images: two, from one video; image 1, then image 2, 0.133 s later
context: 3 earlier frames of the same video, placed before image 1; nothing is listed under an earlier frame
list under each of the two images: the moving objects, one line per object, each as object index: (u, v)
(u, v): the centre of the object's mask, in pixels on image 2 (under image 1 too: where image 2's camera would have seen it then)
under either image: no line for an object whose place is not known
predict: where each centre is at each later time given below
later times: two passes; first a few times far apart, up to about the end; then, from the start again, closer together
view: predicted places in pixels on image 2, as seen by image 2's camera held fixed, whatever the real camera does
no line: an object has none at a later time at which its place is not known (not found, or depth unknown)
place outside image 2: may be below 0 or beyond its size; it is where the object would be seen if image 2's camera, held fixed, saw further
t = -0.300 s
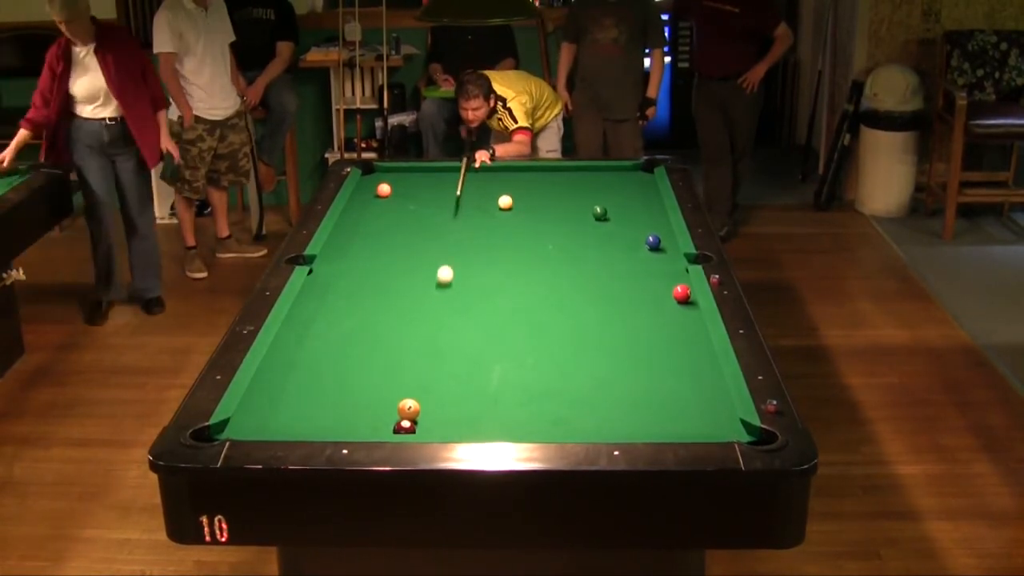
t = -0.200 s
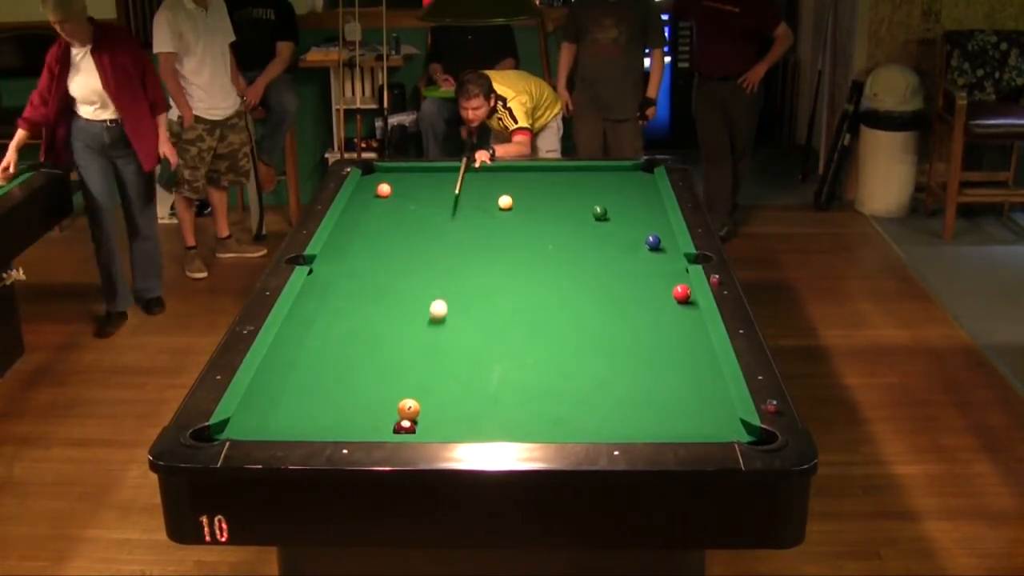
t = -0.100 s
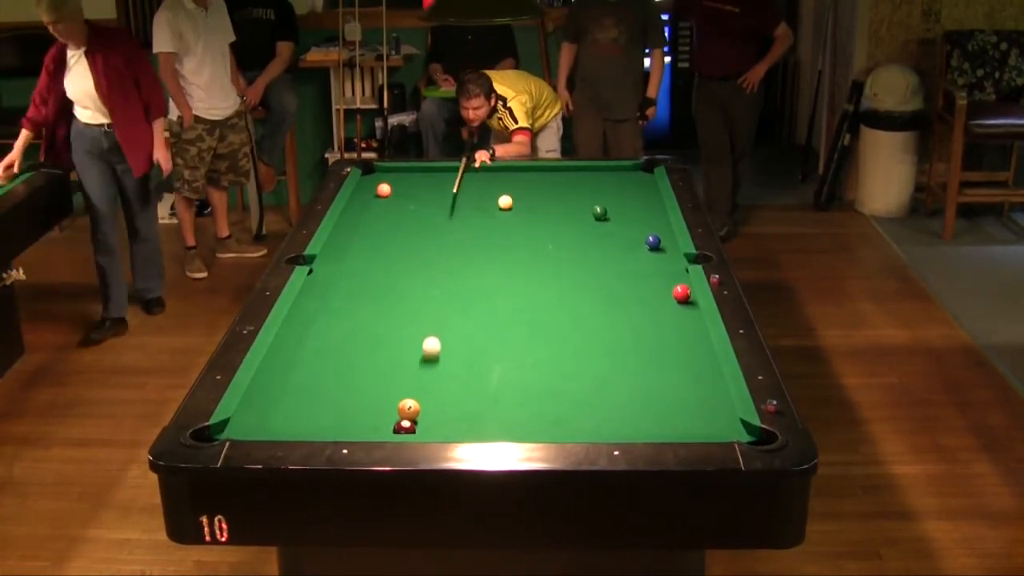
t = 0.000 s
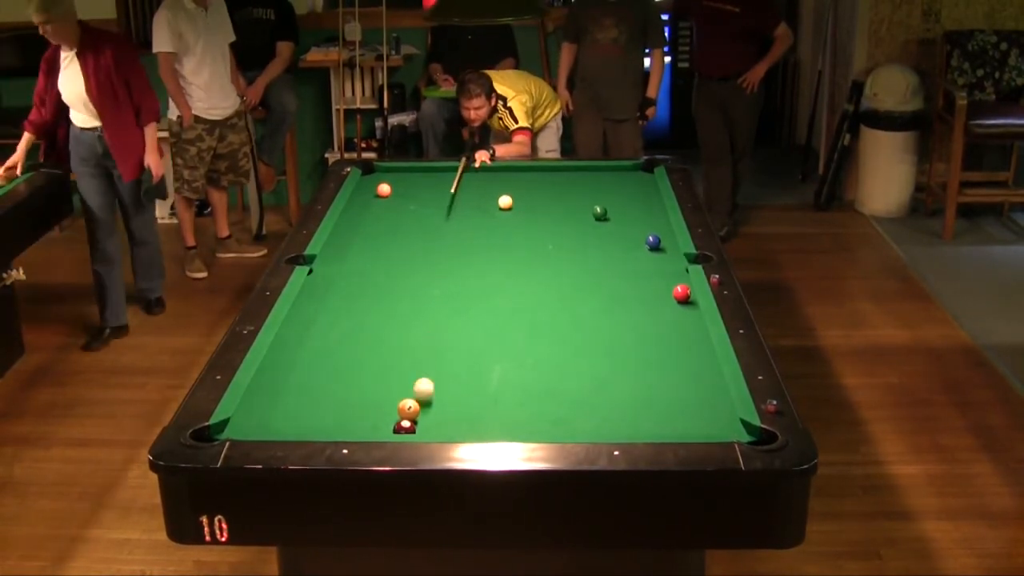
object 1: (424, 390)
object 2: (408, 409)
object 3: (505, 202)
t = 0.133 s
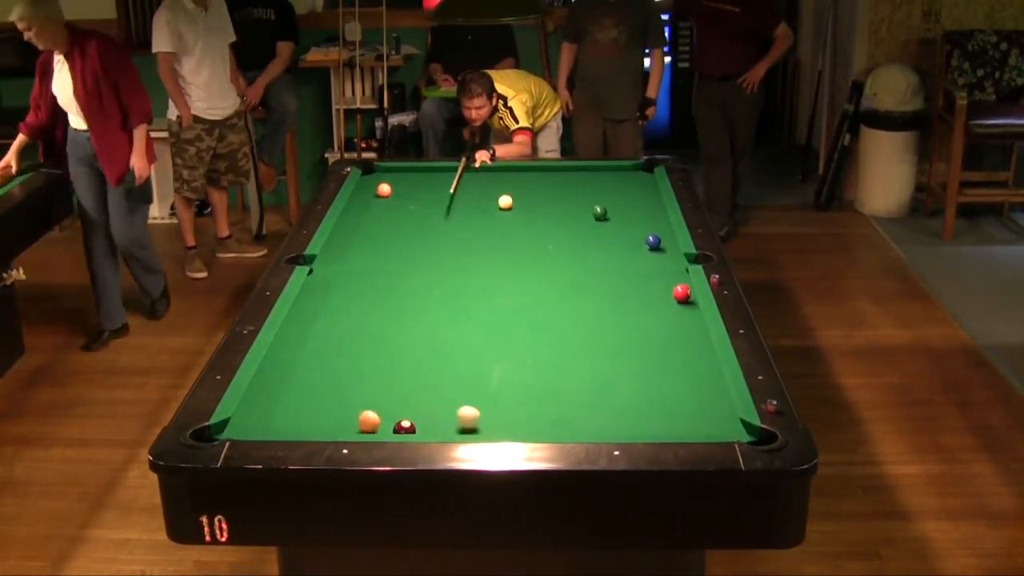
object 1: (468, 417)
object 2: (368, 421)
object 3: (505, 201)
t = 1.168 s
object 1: (677, 353)
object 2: (316, 285)
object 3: (505, 202)
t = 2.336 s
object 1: (536, 286)
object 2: (402, 209)
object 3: (505, 202)
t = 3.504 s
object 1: (444, 241)
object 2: (456, 173)
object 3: (505, 202)
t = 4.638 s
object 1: (383, 212)
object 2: (496, 193)
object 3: (505, 202)
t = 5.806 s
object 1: (366, 193)
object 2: (526, 200)
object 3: (503, 210)
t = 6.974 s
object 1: (369, 187)
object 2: (532, 201)
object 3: (502, 213)
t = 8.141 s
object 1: (368, 186)
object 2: (532, 201)
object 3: (502, 212)
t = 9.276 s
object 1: (368, 186)
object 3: (502, 212)
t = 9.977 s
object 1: (368, 186)
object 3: (502, 212)
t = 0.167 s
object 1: (481, 422)
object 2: (365, 415)
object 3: (505, 202)
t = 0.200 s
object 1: (495, 426)
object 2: (361, 408)
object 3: (505, 202)
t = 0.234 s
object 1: (508, 427)
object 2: (358, 403)
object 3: (505, 201)
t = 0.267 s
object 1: (519, 424)
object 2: (356, 397)
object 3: (505, 202)
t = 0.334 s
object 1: (541, 417)
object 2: (350, 387)
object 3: (505, 202)
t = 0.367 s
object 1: (552, 413)
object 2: (348, 381)
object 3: (505, 202)
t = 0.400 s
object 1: (562, 410)
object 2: (345, 376)
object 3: (505, 202)
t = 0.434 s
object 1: (572, 407)
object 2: (343, 371)
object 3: (505, 202)
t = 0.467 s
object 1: (581, 404)
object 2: (340, 366)
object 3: (505, 201)
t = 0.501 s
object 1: (591, 402)
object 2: (338, 361)
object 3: (505, 201)
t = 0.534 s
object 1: (600, 399)
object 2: (336, 357)
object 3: (505, 201)
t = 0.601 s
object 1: (618, 394)
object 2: (331, 348)
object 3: (505, 202)
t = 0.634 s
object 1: (628, 392)
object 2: (329, 344)
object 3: (505, 202)
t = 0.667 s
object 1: (637, 389)
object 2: (327, 339)
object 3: (505, 202)
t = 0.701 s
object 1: (646, 387)
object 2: (325, 335)
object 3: (505, 202)
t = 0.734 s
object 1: (654, 385)
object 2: (323, 331)
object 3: (505, 201)
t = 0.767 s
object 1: (663, 382)
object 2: (321, 327)
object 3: (505, 201)
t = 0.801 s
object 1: (671, 380)
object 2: (319, 323)
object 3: (505, 201)
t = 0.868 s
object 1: (689, 375)
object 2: (315, 315)
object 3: (505, 202)
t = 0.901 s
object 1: (697, 373)
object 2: (313, 312)
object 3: (505, 202)
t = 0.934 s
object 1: (705, 371)
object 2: (311, 308)
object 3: (505, 202)
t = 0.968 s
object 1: (711, 368)
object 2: (309, 305)
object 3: (505, 202)
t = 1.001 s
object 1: (704, 365)
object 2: (308, 301)
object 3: (505, 202)
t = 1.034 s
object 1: (698, 363)
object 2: (306, 298)
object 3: (505, 202)
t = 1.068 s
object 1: (692, 361)
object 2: (306, 294)
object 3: (505, 202)
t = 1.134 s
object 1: (682, 356)
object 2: (313, 289)
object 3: (505, 202)
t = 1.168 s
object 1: (677, 353)
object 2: (316, 285)
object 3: (505, 202)
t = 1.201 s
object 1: (672, 351)
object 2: (319, 283)
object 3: (505, 202)
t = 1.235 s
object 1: (667, 349)
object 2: (322, 280)
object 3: (505, 202)
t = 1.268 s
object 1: (663, 346)
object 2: (326, 277)
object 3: (505, 202)
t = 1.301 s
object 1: (658, 344)
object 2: (329, 275)
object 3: (506, 202)
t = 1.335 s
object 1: (653, 342)
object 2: (331, 272)
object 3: (505, 202)
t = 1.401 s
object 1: (644, 337)
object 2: (338, 267)
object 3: (505, 202)
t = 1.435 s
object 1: (639, 335)
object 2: (340, 264)
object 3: (505, 202)
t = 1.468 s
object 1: (635, 333)
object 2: (343, 262)
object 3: (505, 202)
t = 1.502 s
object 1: (630, 331)
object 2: (346, 259)
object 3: (505, 202)
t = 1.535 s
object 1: (626, 329)
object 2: (348, 257)
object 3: (505, 202)
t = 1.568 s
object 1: (622, 326)
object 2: (351, 255)
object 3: (505, 202)
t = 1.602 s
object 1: (617, 325)
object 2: (354, 252)
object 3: (505, 202)
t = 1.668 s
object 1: (609, 321)
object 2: (359, 248)
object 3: (505, 202)
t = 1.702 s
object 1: (605, 319)
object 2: (361, 246)
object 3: (505, 202)
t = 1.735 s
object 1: (601, 317)
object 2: (364, 243)
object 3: (505, 201)
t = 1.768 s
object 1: (597, 315)
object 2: (366, 241)
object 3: (505, 201)
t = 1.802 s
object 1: (593, 313)
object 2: (369, 239)
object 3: (505, 201)
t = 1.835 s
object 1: (589, 311)
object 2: (371, 237)
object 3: (505, 201)
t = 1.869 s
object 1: (585, 309)
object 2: (373, 235)
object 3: (505, 201)
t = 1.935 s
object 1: (578, 305)
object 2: (377, 231)
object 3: (505, 202)
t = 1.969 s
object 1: (574, 304)
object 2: (380, 229)
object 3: (505, 202)
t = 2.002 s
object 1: (571, 302)
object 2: (382, 227)
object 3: (505, 202)
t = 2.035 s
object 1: (567, 300)
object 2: (384, 225)
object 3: (505, 202)
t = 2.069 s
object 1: (563, 299)
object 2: (386, 223)
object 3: (505, 202)
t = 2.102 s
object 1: (560, 297)
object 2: (388, 221)
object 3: (506, 202)
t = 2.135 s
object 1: (556, 295)
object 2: (390, 219)
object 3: (506, 202)
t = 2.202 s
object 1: (549, 292)
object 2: (394, 216)
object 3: (505, 202)
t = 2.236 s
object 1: (546, 291)
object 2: (396, 214)
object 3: (505, 202)
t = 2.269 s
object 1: (543, 289)
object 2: (399, 212)
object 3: (505, 202)
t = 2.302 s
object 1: (540, 288)
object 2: (400, 210)
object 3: (505, 202)
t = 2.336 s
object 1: (536, 286)
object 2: (402, 209)
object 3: (505, 202)
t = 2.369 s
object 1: (533, 284)
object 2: (404, 207)
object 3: (505, 202)
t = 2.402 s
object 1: (530, 283)
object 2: (406, 205)
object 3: (505, 202)
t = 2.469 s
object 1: (524, 280)
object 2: (410, 202)
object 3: (505, 202)
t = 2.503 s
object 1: (521, 278)
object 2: (411, 200)
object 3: (505, 202)
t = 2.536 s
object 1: (518, 277)
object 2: (413, 199)
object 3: (505, 202)
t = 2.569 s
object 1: (515, 275)
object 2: (415, 198)
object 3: (505, 202)
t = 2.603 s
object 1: (512, 274)
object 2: (417, 196)
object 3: (505, 202)
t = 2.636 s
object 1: (509, 273)
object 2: (418, 194)
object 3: (505, 202)
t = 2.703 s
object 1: (503, 270)
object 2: (422, 191)
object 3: (505, 202)
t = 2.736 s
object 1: (501, 269)
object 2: (423, 190)
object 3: (505, 202)
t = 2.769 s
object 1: (498, 267)
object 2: (425, 188)
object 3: (505, 202)
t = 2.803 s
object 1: (495, 266)
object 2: (427, 187)
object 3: (505, 202)
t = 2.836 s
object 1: (492, 265)
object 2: (428, 185)
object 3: (505, 202)
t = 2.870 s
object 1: (489, 263)
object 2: (430, 184)
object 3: (505, 202)
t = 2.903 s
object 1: (487, 262)
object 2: (431, 182)
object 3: (505, 202)
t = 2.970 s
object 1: (482, 260)
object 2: (434, 180)
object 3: (505, 202)
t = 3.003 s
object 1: (479, 258)
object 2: (436, 178)
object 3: (505, 202)
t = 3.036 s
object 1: (477, 257)
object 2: (437, 177)
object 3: (505, 202)
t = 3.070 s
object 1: (474, 256)
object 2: (439, 176)
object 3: (505, 202)
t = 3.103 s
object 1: (472, 255)
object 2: (440, 174)
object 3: (505, 202)
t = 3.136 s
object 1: (469, 254)
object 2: (441, 173)
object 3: (505, 202)
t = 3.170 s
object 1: (467, 252)
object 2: (443, 172)
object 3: (505, 202)
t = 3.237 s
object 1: (462, 250)
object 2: (446, 169)
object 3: (505, 202)
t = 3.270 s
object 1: (460, 249)
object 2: (447, 168)
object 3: (505, 202)
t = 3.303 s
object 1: (457, 248)
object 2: (448, 169)
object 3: (505, 202)
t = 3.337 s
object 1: (455, 247)
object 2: (450, 170)
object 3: (505, 202)
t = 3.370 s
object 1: (453, 246)
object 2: (451, 171)
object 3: (505, 202)
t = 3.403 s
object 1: (451, 245)
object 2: (452, 171)
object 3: (505, 202)
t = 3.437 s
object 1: (448, 244)
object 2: (454, 172)
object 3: (505, 202)
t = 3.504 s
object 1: (444, 241)
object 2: (456, 173)
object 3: (505, 202)
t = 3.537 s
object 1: (442, 240)
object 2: (457, 174)
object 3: (505, 202)
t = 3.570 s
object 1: (440, 240)
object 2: (459, 174)
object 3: (505, 202)
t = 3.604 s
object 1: (438, 239)
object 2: (460, 175)
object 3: (505, 202)
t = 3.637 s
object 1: (436, 237)
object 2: (461, 175)
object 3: (505, 202)
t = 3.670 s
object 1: (434, 236)
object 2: (462, 176)
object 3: (505, 202)
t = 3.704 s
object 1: (432, 235)
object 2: (464, 177)
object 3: (505, 202)
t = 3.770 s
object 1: (428, 234)
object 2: (466, 178)
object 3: (505, 202)
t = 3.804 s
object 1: (425, 233)
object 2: (467, 179)
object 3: (505, 202)
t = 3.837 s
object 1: (424, 232)
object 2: (469, 180)
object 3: (505, 202)
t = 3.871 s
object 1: (422, 231)
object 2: (470, 180)
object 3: (505, 202)
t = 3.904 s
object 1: (420, 230)
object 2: (471, 181)
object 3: (505, 202)
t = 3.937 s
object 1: (418, 229)
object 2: (473, 181)
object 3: (505, 202)
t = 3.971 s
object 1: (417, 228)
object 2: (474, 182)
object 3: (506, 202)
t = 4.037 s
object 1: (413, 226)
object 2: (476, 183)
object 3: (505, 202)
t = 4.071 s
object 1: (411, 225)
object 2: (478, 184)
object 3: (505, 202)
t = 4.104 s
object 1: (409, 225)
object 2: (478, 185)
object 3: (505, 202)
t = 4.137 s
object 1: (407, 224)
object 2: (480, 185)
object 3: (505, 202)
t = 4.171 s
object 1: (405, 223)
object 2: (481, 186)
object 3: (505, 202)
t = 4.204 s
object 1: (403, 222)
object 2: (482, 187)
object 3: (505, 202)
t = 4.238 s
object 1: (402, 221)
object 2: (483, 187)
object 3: (505, 202)
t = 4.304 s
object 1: (398, 220)
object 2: (486, 188)
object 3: (505, 202)
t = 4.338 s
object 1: (397, 219)
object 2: (487, 189)
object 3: (505, 202)
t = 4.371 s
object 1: (395, 218)
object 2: (488, 189)
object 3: (505, 202)
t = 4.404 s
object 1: (393, 217)
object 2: (489, 190)
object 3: (505, 202)
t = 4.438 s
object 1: (392, 217)
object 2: (490, 190)
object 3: (505, 202)
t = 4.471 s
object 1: (390, 216)
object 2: (491, 191)
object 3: (505, 202)
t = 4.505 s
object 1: (389, 215)
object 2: (493, 192)
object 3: (505, 202)
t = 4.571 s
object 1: (386, 214)
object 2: (495, 193)
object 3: (505, 202)
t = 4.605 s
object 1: (384, 213)
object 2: (495, 193)
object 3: (505, 202)
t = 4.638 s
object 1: (383, 212)
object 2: (496, 193)
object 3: (505, 202)
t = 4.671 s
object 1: (381, 211)
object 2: (497, 194)
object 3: (505, 202)
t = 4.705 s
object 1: (380, 211)
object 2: (499, 194)
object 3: (506, 202)
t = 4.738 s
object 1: (378, 210)
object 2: (500, 194)
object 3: (506, 203)
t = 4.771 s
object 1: (377, 209)
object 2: (501, 194)
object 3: (505, 203)
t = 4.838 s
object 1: (374, 208)
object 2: (503, 194)
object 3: (506, 203)
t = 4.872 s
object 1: (373, 207)
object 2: (504, 194)
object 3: (505, 204)
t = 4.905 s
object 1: (372, 207)
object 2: (506, 194)
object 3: (506, 204)
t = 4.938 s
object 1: (370, 206)
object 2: (507, 195)
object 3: (505, 204)
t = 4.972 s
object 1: (369, 205)
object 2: (509, 196)
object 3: (505, 204)
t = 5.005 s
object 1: (367, 205)
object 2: (510, 196)
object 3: (505, 204)
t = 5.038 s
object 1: (366, 204)
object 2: (512, 197)
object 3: (505, 204)
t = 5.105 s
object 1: (364, 203)
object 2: (513, 197)
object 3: (505, 204)
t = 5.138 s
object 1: (363, 202)
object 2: (514, 198)
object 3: (505, 205)
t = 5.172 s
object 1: (361, 202)
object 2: (514, 198)
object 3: (505, 205)
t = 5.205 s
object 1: (360, 201)
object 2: (515, 198)
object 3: (506, 205)
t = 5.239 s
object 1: (359, 201)
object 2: (516, 199)
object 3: (505, 205)
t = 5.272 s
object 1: (358, 200)
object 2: (516, 199)
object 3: (505, 206)
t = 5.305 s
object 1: (356, 200)
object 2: (517, 199)
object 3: (505, 206)
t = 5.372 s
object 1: (355, 198)
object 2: (518, 199)
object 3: (505, 206)
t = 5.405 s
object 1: (356, 198)
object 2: (519, 200)
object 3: (505, 207)
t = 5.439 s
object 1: (357, 198)
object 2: (519, 200)
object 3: (505, 207)
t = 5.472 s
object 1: (358, 197)
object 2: (520, 200)
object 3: (504, 207)
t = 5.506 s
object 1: (359, 197)
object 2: (521, 200)
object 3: (504, 208)
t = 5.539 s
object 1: (359, 196)
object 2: (521, 200)
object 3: (504, 208)
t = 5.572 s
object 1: (360, 196)
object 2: (522, 200)
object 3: (504, 208)
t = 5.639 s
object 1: (362, 195)
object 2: (523, 200)
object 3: (503, 209)
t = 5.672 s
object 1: (363, 195)
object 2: (523, 200)
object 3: (503, 209)
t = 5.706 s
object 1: (364, 194)
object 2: (524, 200)
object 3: (503, 209)
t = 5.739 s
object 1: (364, 194)
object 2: (524, 200)
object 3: (503, 209)
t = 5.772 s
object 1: (365, 194)
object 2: (525, 200)
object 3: (503, 210)
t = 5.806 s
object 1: (366, 193)
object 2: (526, 200)
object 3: (503, 210)
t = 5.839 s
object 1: (367, 193)
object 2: (526, 200)
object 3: (502, 210)
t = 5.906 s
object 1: (368, 192)
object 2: (527, 200)
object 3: (502, 210)
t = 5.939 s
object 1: (369, 192)
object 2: (527, 201)
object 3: (502, 210)
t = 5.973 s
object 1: (369, 192)
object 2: (527, 201)
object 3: (502, 211)
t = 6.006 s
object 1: (370, 191)
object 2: (528, 201)
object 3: (501, 211)
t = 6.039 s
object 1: (370, 191)
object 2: (528, 201)
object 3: (501, 211)
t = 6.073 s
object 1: (370, 191)
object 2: (529, 201)
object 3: (502, 211)
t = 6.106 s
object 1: (370, 191)
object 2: (529, 201)
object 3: (502, 211)
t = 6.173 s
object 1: (370, 190)
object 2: (530, 201)
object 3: (501, 211)
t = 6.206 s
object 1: (370, 190)
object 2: (530, 201)
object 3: (501, 211)
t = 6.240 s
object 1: (370, 190)
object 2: (530, 201)
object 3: (501, 211)
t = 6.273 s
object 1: (370, 190)
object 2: (530, 201)
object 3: (501, 212)
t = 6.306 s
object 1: (370, 190)
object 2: (530, 201)
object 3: (501, 212)
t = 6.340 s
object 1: (370, 189)
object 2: (531, 201)
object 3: (501, 212)
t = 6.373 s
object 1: (370, 189)
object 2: (531, 201)
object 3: (501, 212)
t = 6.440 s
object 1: (370, 189)
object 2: (531, 201)
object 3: (502, 212)
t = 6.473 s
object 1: (369, 189)
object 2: (531, 201)
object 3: (501, 212)
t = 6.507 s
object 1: (369, 188)
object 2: (531, 201)
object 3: (502, 212)
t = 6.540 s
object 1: (370, 188)
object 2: (531, 201)
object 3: (502, 212)
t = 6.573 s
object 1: (370, 188)
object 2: (532, 201)
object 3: (502, 213)
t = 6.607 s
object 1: (370, 188)
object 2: (532, 201)
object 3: (502, 212)
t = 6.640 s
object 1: (370, 188)
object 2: (532, 201)
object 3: (502, 212)
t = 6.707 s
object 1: (370, 188)
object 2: (532, 201)
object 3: (502, 213)
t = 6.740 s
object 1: (370, 187)
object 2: (532, 201)
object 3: (502, 213)
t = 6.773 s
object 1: (369, 187)
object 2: (532, 201)
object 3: (502, 212)
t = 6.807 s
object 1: (369, 187)
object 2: (532, 201)
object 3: (502, 212)
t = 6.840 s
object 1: (369, 187)
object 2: (532, 201)
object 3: (502, 213)
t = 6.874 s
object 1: (369, 187)
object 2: (532, 201)
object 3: (502, 212)
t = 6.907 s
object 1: (369, 187)
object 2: (532, 201)
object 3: (502, 212)
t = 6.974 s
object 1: (369, 187)
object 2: (532, 201)
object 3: (502, 213)
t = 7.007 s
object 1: (369, 187)
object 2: (532, 201)
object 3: (502, 212)
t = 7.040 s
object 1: (368, 187)
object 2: (531, 201)
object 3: (502, 213)
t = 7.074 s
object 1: (369, 186)
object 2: (532, 201)
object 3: (502, 212)
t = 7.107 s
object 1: (368, 186)
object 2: (532, 201)
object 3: (502, 212)
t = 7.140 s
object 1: (368, 186)
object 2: (532, 201)
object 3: (502, 212)
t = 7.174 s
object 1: (368, 186)
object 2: (532, 201)
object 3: (502, 212)
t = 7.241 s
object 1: (368, 186)
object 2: (532, 201)
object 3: (502, 212)
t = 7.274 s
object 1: (368, 186)
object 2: (532, 201)
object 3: (502, 212)
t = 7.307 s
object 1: (368, 186)
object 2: (532, 201)
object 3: (502, 212)
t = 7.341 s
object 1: (368, 186)
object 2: (532, 201)
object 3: (502, 212)
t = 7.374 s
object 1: (368, 186)
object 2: (532, 201)
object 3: (502, 212)
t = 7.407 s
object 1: (368, 186)
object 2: (532, 201)
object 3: (502, 212)
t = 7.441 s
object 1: (368, 186)
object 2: (532, 201)
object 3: (502, 212)
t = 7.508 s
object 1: (368, 186)
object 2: (532, 201)
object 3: (502, 212)
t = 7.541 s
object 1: (368, 186)
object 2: (532, 201)
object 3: (502, 212)
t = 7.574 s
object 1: (368, 186)
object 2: (532, 201)
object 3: (502, 213)
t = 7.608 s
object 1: (368, 186)
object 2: (532, 201)
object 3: (502, 212)
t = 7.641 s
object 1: (368, 186)
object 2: (532, 201)
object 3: (502, 212)
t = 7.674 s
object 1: (368, 186)
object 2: (532, 201)
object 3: (502, 212)
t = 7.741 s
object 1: (368, 186)
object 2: (532, 201)
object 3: (502, 212)
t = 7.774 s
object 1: (368, 186)
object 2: (532, 201)
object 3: (502, 212)
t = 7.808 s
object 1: (368, 186)
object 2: (532, 201)
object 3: (502, 213)
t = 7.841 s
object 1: (368, 186)
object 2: (532, 201)
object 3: (502, 212)
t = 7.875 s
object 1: (368, 186)
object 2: (532, 201)
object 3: (502, 212)
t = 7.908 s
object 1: (368, 186)
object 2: (532, 201)
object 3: (502, 213)
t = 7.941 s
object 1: (368, 186)
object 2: (532, 201)
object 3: (502, 212)
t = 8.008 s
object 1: (368, 186)
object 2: (532, 201)
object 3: (502, 212)
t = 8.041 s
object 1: (368, 186)
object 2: (531, 201)
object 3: (502, 212)
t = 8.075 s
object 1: (368, 186)
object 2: (531, 201)
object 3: (502, 212)
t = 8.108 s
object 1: (368, 186)
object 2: (531, 201)
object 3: (502, 213)
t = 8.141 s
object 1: (368, 186)
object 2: (532, 201)
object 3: (502, 212)
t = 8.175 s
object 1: (368, 186)
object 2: (532, 201)
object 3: (502, 212)
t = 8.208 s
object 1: (368, 186)
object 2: (532, 201)
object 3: (502, 212)
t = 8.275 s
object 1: (368, 186)
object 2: (532, 201)
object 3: (502, 212)
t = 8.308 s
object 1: (368, 186)
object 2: (532, 201)
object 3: (502, 212)
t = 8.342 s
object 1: (368, 186)
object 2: (532, 201)
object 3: (502, 212)
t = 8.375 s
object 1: (368, 186)
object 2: (532, 201)
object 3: (502, 212)
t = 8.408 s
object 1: (368, 186)
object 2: (532, 201)
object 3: (502, 212)
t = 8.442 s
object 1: (368, 186)
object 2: (532, 201)
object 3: (502, 212)
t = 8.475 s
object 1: (368, 186)
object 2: (532, 201)
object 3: (502, 212)
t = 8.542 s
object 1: (368, 186)
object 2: (532, 201)
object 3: (502, 212)
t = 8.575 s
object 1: (368, 186)
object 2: (532, 201)
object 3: (502, 212)
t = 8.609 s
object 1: (368, 186)
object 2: (532, 201)
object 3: (502, 212)
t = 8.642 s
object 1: (368, 186)
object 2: (532, 201)
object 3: (502, 212)
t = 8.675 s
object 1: (368, 186)
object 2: (532, 201)
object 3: (502, 212)
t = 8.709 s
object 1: (368, 186)
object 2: (532, 201)
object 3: (502, 212)
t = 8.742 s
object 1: (368, 186)
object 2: (532, 201)
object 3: (502, 212)
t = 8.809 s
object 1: (368, 186)
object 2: (532, 201)
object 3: (502, 212)
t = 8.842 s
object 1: (368, 186)
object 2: (532, 201)
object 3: (502, 212)
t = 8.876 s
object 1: (368, 186)
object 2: (532, 201)
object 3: (502, 212)
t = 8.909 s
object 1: (368, 186)
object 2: (532, 201)
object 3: (502, 212)
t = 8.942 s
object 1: (368, 186)
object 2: (532, 201)
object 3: (502, 212)
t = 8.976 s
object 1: (368, 186)
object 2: (532, 201)
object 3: (502, 212)
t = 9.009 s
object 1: (368, 186)
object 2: (532, 201)
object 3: (502, 212)
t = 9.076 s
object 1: (368, 186)
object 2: (532, 201)
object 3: (502, 212)
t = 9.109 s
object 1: (368, 186)
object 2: (532, 201)
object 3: (502, 212)
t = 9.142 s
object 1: (368, 186)
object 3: (502, 212)
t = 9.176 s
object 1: (368, 186)
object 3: (502, 212)
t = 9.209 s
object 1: (368, 186)
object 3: (502, 212)
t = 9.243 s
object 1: (368, 186)
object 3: (502, 212)
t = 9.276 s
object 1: (368, 186)
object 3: (502, 212)
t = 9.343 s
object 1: (368, 186)
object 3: (502, 212)
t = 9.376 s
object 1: (368, 186)
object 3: (502, 212)
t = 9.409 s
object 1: (368, 186)
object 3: (502, 212)
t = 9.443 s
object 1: (368, 186)
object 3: (502, 212)
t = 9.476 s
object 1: (368, 186)
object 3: (502, 212)
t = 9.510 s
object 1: (368, 186)
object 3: (502, 212)
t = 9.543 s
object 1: (368, 186)
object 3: (502, 212)
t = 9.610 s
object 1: (368, 186)
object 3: (502, 212)
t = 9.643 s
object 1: (368, 186)
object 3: (502, 212)
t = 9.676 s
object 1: (368, 186)
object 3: (502, 212)
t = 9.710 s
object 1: (368, 186)
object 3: (502, 212)
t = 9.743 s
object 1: (368, 186)
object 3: (502, 212)
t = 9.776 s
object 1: (368, 186)
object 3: (502, 212)
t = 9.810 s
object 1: (368, 186)
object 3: (502, 212)
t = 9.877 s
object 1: (368, 186)
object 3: (502, 212)
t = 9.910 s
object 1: (369, 186)
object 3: (502, 212)
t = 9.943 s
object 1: (369, 186)
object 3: (502, 212)
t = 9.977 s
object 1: (368, 186)
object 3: (502, 212)
